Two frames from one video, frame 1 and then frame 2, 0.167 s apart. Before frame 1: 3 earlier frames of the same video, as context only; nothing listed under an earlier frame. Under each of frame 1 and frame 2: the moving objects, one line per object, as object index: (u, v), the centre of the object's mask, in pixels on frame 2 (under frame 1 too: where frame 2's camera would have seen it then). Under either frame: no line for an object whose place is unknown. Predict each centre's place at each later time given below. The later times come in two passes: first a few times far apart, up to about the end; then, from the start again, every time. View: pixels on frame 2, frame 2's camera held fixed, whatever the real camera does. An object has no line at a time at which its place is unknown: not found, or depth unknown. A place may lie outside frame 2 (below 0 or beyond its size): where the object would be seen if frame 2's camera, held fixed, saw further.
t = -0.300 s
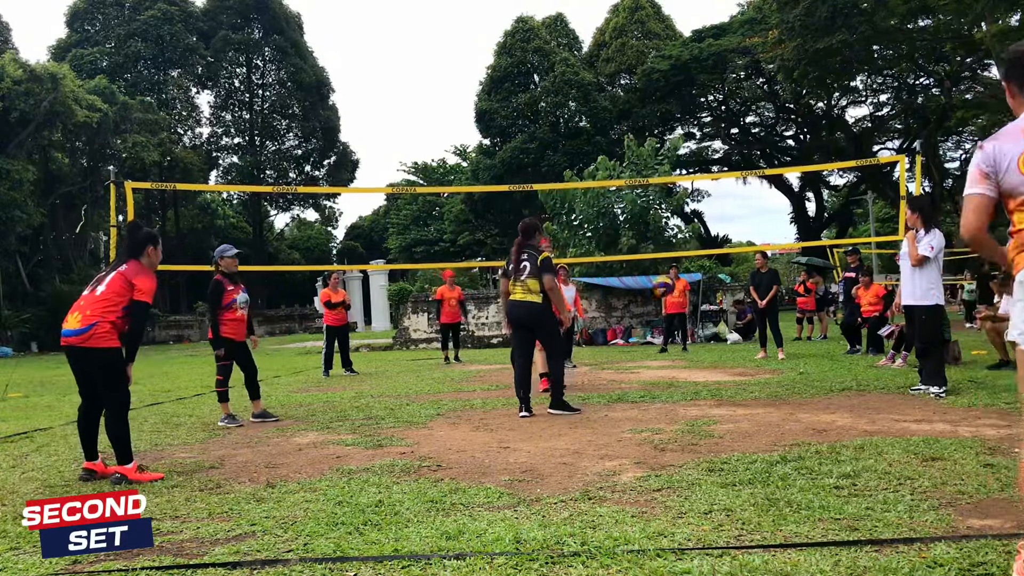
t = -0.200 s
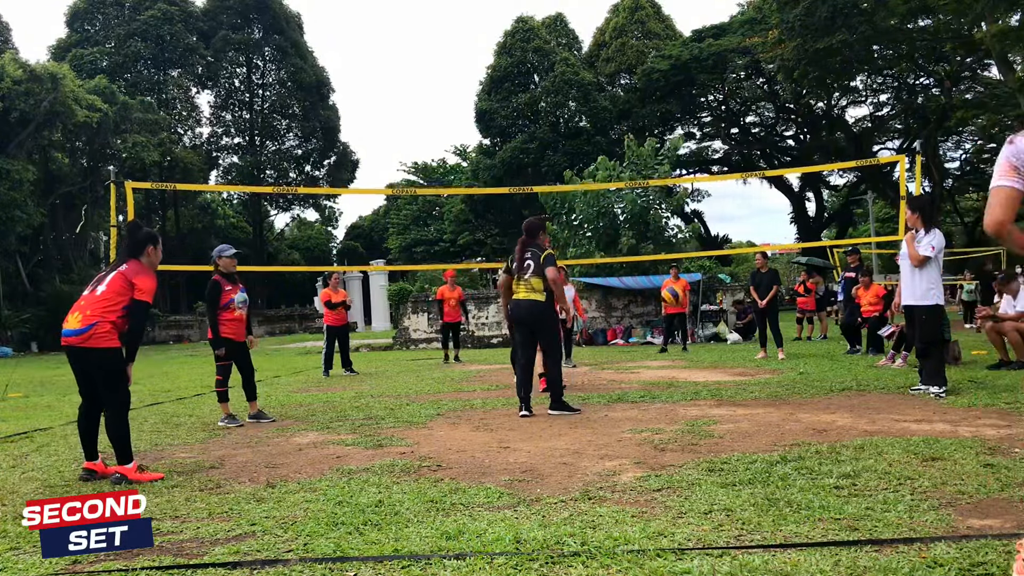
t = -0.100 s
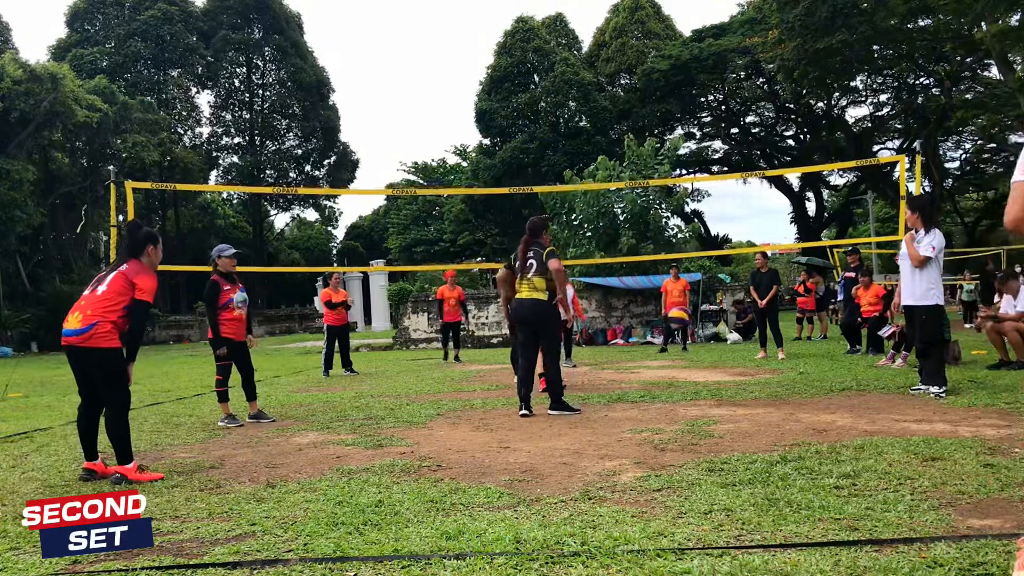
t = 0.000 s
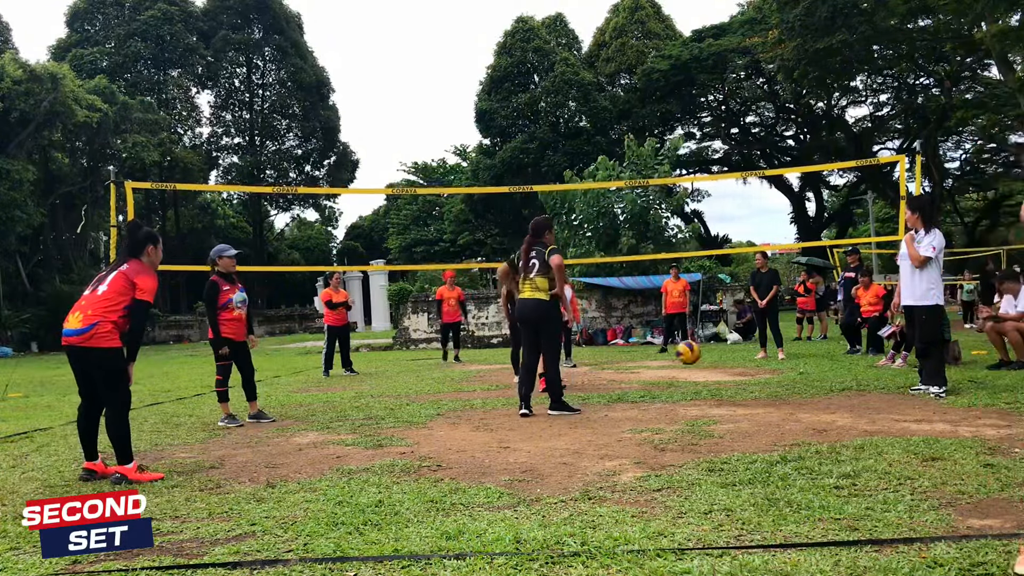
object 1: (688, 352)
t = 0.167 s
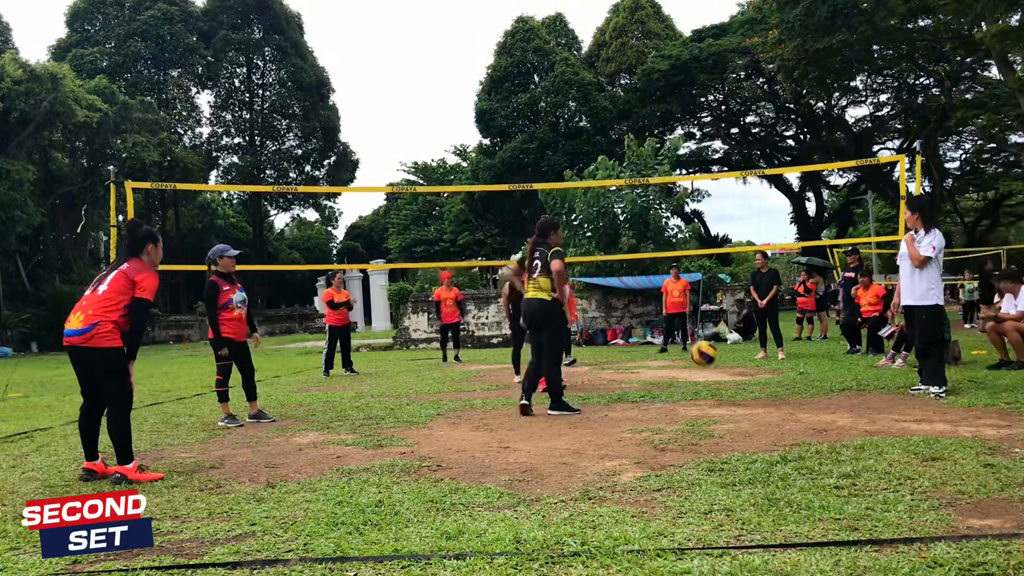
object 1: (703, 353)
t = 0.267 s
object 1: (713, 330)
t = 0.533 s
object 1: (740, 330)
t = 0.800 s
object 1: (778, 378)
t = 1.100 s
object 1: (820, 351)
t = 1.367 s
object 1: (873, 399)
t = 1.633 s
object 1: (933, 404)
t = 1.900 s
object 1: (997, 411)
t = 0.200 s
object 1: (706, 344)
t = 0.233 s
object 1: (708, 336)
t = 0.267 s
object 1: (713, 330)
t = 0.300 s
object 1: (713, 324)
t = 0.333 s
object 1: (717, 320)
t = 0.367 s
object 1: (717, 319)
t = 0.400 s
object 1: (722, 316)
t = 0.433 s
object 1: (725, 314)
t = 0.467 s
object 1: (734, 319)
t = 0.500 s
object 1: (737, 325)
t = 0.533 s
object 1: (740, 330)
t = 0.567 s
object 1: (745, 338)
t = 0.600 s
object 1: (749, 347)
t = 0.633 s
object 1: (753, 359)
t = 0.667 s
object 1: (758, 371)
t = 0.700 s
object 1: (762, 386)
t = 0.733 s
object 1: (767, 403)
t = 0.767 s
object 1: (770, 401)
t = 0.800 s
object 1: (778, 378)
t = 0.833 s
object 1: (782, 369)
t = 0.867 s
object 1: (786, 361)
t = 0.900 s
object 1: (791, 355)
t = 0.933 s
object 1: (795, 350)
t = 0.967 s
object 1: (800, 346)
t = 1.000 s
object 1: (805, 345)
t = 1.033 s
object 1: (810, 345)
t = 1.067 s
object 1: (815, 347)
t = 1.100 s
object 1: (820, 351)
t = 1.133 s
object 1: (831, 365)
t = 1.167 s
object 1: (837, 374)
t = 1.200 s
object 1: (844, 387)
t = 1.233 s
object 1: (850, 402)
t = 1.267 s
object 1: (857, 418)
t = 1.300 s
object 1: (862, 419)
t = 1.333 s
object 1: (868, 408)
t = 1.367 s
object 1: (873, 399)
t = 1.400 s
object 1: (879, 392)
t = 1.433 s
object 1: (884, 386)
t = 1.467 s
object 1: (897, 380)
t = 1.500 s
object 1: (904, 381)
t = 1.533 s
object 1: (910, 383)
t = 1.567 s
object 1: (918, 388)
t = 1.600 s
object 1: (925, 395)
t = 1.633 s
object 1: (933, 404)
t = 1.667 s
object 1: (942, 416)
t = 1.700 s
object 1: (950, 430)
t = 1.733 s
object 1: (958, 439)
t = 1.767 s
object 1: (963, 429)
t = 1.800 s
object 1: (976, 415)
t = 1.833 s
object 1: (982, 411)
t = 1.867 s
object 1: (989, 410)
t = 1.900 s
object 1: (997, 411)
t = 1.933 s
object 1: (1001, 414)
